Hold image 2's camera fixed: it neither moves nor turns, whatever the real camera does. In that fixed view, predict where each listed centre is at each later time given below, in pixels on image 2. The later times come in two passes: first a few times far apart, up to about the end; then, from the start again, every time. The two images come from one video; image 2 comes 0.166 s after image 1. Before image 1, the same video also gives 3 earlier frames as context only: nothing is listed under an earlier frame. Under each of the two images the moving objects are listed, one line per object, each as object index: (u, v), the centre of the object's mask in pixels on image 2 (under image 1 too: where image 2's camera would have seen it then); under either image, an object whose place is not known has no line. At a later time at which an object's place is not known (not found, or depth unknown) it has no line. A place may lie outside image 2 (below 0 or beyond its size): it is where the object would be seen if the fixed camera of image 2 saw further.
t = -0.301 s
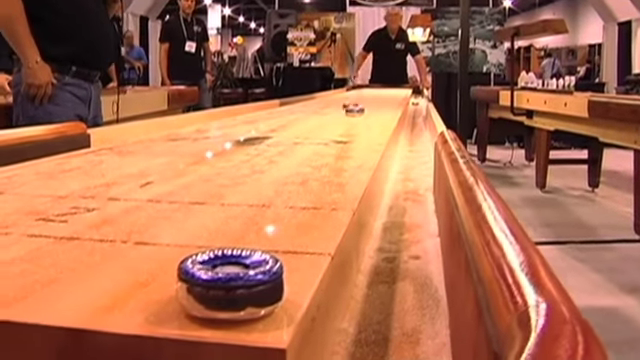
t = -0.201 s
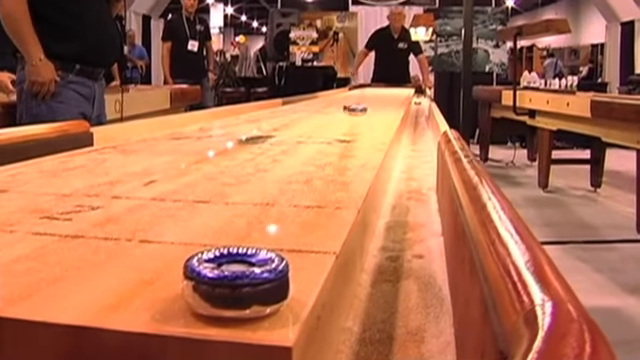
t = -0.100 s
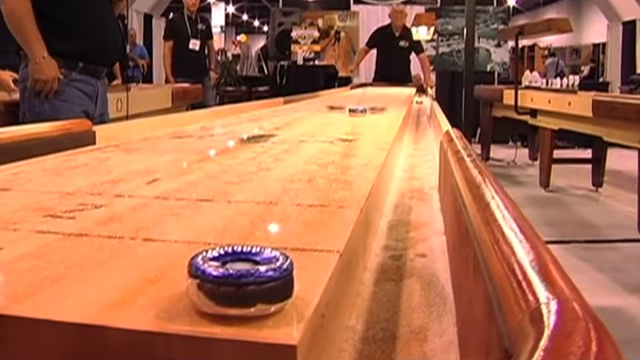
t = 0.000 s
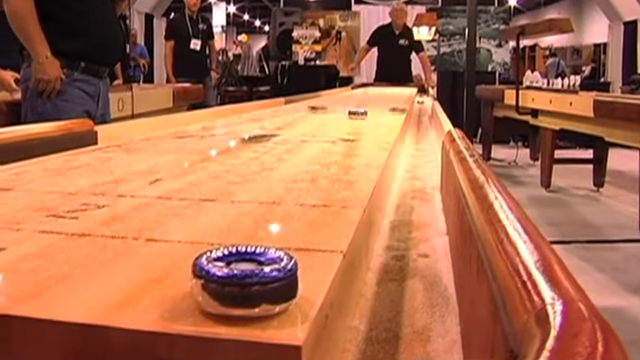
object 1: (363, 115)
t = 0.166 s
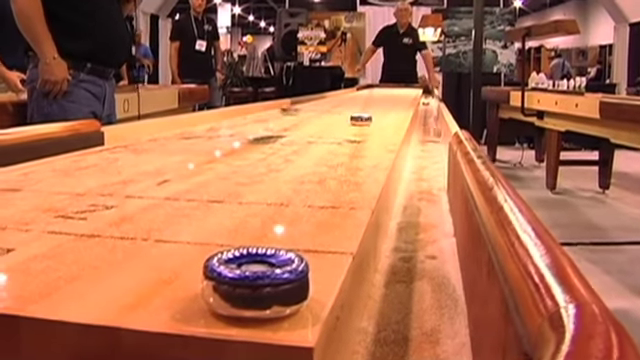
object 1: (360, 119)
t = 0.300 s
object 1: (357, 124)
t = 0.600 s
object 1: (349, 139)
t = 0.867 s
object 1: (334, 162)
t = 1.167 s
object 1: (295, 220)
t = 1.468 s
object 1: (278, 257)
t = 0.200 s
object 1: (360, 120)
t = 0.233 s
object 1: (359, 122)
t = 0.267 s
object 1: (358, 123)
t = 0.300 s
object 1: (357, 124)
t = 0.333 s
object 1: (357, 125)
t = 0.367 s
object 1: (356, 127)
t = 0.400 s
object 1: (355, 128)
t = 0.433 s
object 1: (354, 130)
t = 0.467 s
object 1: (353, 131)
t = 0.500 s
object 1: (352, 133)
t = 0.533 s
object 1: (351, 135)
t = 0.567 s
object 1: (350, 137)
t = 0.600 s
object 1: (349, 139)
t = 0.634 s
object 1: (347, 141)
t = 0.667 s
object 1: (346, 143)
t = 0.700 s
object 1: (344, 146)
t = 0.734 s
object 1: (342, 149)
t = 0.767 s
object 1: (340, 152)
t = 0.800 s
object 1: (338, 155)
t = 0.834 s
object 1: (336, 158)
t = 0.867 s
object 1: (334, 162)
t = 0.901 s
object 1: (331, 167)
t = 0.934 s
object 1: (328, 171)
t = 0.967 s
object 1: (325, 176)
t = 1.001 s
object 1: (320, 181)
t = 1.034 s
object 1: (316, 188)
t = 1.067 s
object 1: (312, 194)
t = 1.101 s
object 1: (307, 203)
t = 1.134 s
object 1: (301, 211)
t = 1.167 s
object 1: (295, 220)
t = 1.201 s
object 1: (289, 229)
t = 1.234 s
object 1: (283, 236)
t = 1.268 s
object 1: (279, 241)
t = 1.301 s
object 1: (277, 250)
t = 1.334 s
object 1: (275, 254)
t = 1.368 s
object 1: (276, 255)
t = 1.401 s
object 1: (277, 255)
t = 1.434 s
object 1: (278, 256)
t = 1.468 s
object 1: (278, 257)
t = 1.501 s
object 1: (279, 258)
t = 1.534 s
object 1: (280, 258)
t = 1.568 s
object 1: (280, 259)
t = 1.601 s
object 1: (281, 260)
